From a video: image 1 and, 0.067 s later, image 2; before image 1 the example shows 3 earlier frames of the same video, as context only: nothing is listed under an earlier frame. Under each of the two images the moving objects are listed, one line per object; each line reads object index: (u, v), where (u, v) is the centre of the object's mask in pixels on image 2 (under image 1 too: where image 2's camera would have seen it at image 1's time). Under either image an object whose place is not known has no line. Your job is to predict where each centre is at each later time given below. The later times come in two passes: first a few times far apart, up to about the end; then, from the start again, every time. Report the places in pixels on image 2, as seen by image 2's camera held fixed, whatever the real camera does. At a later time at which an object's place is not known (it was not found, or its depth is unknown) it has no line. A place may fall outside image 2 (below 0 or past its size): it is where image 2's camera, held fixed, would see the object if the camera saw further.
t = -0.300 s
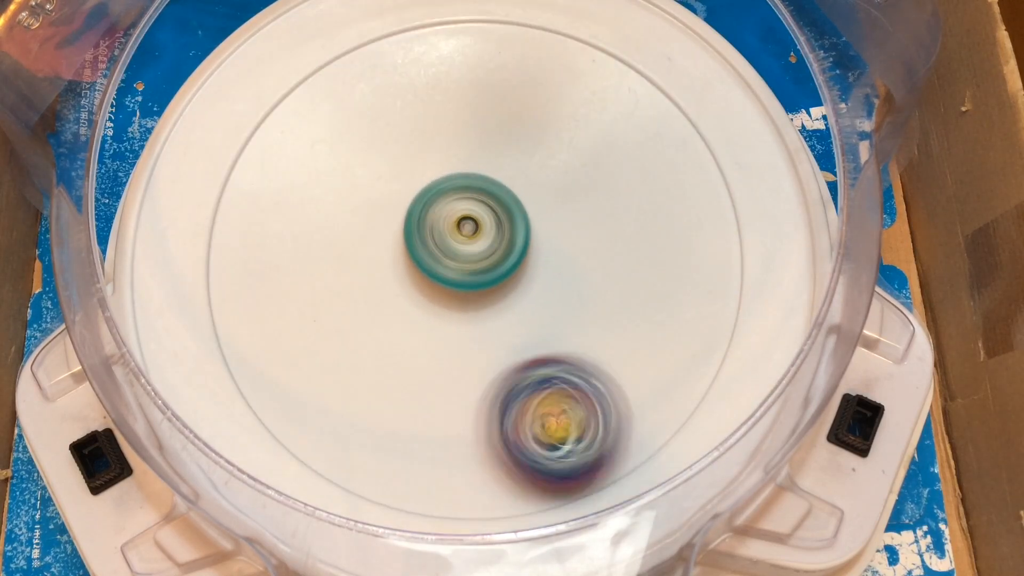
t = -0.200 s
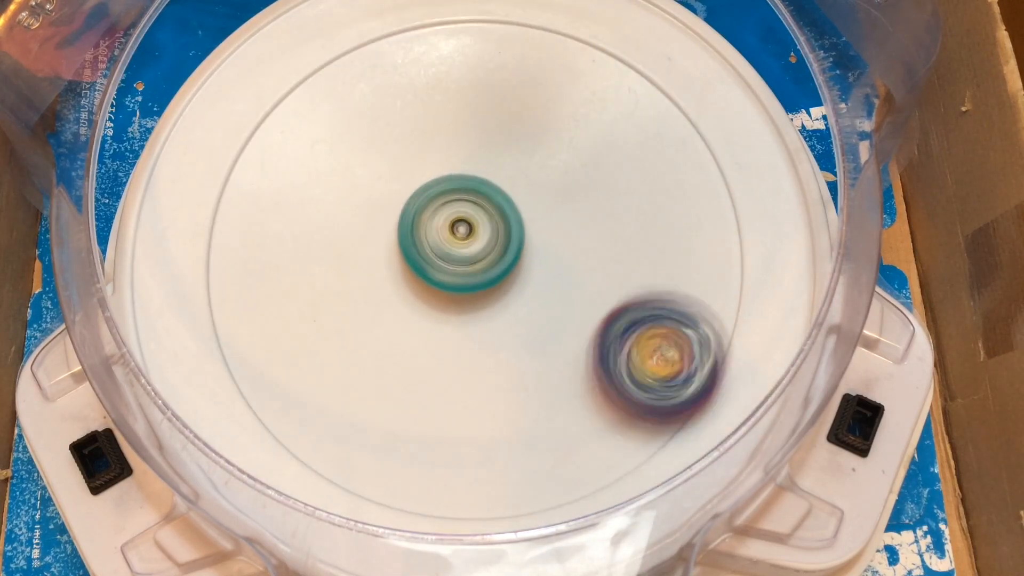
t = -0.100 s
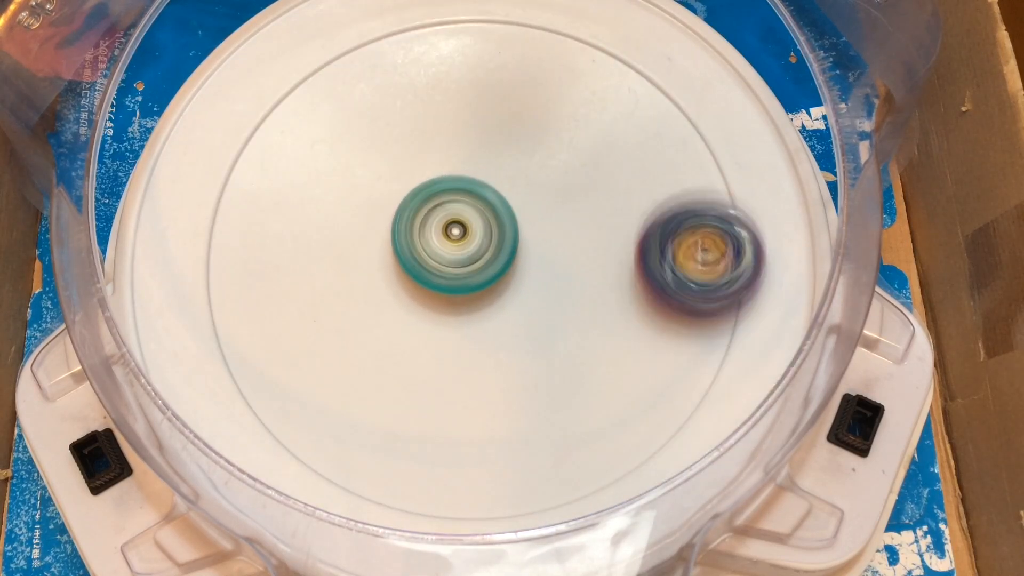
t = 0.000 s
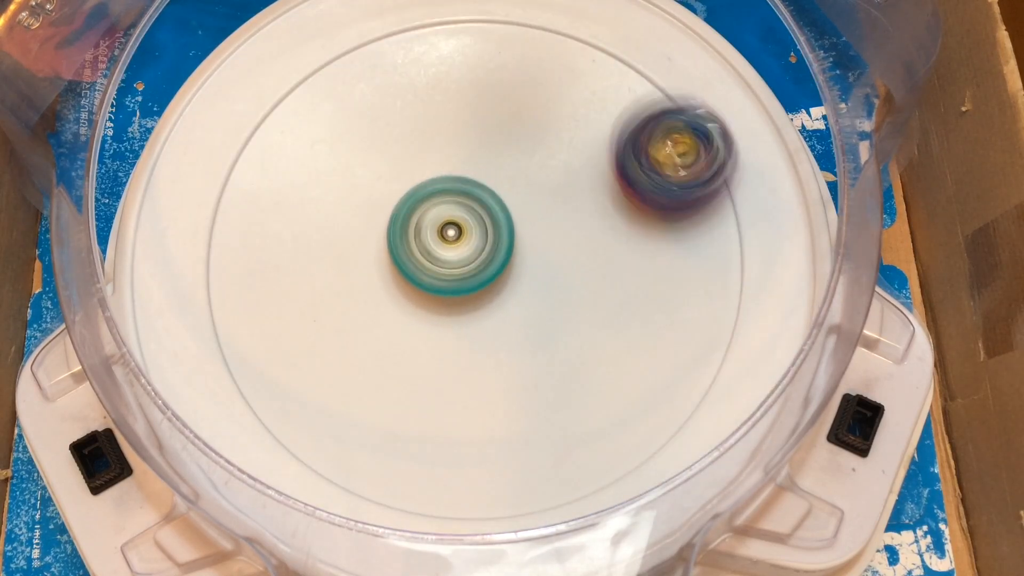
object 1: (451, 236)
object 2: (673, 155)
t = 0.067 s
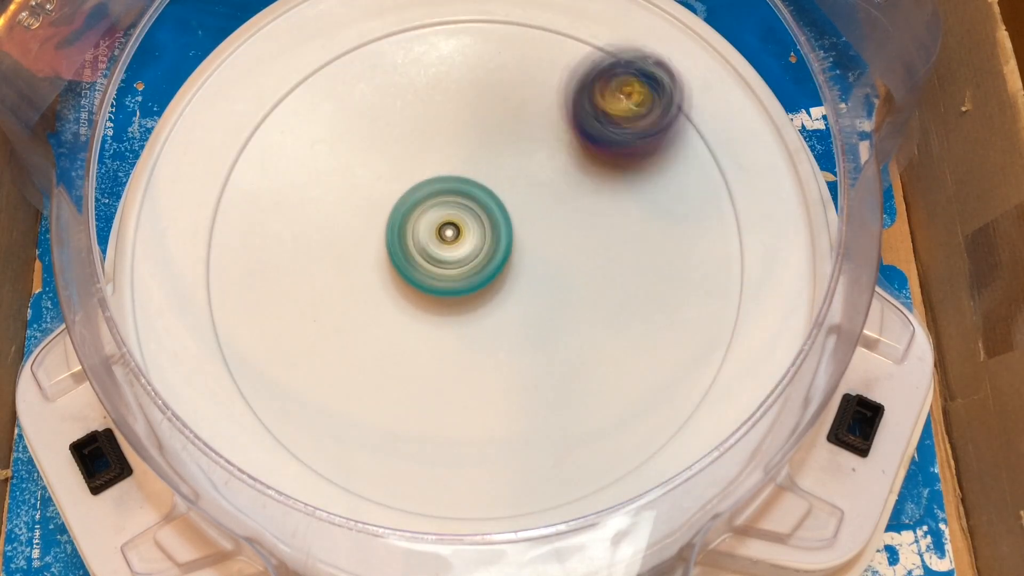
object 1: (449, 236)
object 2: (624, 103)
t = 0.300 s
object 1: (449, 233)
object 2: (373, 92)
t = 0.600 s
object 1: (455, 228)
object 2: (295, 386)
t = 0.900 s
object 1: (461, 226)
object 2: (613, 360)
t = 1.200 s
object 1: (462, 228)
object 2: (549, 85)
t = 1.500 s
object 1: (458, 233)
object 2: (278, 143)
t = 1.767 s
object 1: (453, 232)
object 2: (393, 387)
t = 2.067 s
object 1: (454, 229)
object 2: (664, 266)
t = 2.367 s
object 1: (457, 228)
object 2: (506, 71)
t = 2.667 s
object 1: (461, 227)
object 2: (293, 253)
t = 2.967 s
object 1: (459, 230)
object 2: (504, 425)
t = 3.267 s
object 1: (455, 231)
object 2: (611, 192)
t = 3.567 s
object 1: (455, 230)
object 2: (377, 85)
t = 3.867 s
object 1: (456, 230)
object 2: (309, 319)
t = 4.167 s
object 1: (454, 231)
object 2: (595, 333)
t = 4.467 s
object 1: (453, 233)
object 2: (587, 109)
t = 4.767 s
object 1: (453, 233)
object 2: (343, 165)
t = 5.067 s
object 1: (455, 231)
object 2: (399, 400)
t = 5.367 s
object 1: (455, 232)
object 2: (613, 283)
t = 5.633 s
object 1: (454, 231)
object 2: (499, 109)
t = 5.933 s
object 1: (453, 232)
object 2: (296, 197)
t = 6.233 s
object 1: (453, 231)
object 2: (465, 366)
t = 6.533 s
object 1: (456, 231)
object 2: (628, 210)
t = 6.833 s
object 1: (455, 232)
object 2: (445, 110)
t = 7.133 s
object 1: (449, 269)
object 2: (280, 218)
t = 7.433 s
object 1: (545, 262)
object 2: (402, 368)
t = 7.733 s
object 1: (566, 227)
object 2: (456, 299)
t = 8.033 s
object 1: (556, 218)
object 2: (372, 264)
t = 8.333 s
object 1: (552, 214)
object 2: (417, 231)
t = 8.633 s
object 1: (556, 220)
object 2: (404, 183)
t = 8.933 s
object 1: (542, 246)
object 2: (393, 188)
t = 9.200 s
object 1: (574, 290)
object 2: (307, 173)
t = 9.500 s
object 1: (563, 284)
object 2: (306, 116)
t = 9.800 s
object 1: (524, 264)
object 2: (404, 168)
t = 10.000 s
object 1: (509, 292)
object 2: (412, 217)
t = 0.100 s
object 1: (449, 236)
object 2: (593, 85)
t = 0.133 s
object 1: (448, 236)
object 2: (559, 70)
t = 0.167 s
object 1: (448, 236)
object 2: (522, 62)
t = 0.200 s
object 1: (449, 235)
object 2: (483, 62)
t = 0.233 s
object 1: (449, 235)
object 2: (444, 67)
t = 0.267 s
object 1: (449, 234)
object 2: (408, 77)
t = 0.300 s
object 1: (449, 233)
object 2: (373, 92)
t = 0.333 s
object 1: (450, 232)
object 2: (338, 114)
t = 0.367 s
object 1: (450, 231)
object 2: (312, 140)
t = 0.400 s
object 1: (451, 230)
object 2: (289, 169)
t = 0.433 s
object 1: (451, 230)
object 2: (272, 203)
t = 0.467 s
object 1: (452, 229)
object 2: (260, 239)
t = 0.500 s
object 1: (453, 229)
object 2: (256, 278)
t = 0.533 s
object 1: (453, 229)
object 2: (260, 316)
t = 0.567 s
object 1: (454, 229)
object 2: (274, 353)
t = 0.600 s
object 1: (455, 228)
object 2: (295, 386)
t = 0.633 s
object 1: (456, 228)
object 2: (323, 413)
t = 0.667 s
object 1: (456, 227)
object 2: (358, 434)
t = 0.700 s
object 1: (457, 227)
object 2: (399, 446)
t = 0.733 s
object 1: (458, 226)
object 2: (442, 450)
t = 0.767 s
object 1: (459, 226)
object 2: (484, 446)
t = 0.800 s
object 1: (459, 225)
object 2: (525, 434)
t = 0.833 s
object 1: (460, 225)
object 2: (561, 414)
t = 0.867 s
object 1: (460, 225)
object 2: (589, 390)
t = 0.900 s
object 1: (461, 226)
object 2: (613, 360)
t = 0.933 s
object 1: (461, 226)
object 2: (630, 328)
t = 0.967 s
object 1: (462, 226)
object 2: (639, 293)
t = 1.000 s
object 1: (462, 226)
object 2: (642, 258)
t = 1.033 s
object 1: (463, 227)
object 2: (639, 224)
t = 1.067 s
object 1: (463, 227)
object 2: (631, 191)
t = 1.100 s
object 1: (463, 227)
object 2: (617, 160)
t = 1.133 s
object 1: (463, 228)
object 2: (599, 131)
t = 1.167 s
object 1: (462, 228)
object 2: (577, 106)
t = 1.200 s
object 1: (462, 228)
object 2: (549, 85)
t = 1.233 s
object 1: (461, 229)
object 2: (519, 68)
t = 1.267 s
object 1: (461, 229)
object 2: (486, 57)
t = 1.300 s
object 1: (460, 230)
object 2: (452, 51)
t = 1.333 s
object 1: (460, 230)
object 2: (417, 51)
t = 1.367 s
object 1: (460, 231)
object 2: (384, 56)
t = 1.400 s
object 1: (459, 231)
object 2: (351, 70)
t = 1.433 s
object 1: (459, 232)
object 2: (320, 89)
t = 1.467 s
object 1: (458, 232)
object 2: (296, 113)
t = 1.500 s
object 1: (458, 233)
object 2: (278, 143)
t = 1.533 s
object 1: (457, 233)
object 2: (266, 176)
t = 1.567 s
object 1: (456, 233)
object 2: (261, 212)
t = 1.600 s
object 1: (456, 234)
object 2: (265, 248)
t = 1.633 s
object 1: (455, 234)
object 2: (277, 285)
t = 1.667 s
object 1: (455, 233)
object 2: (297, 319)
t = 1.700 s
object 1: (454, 233)
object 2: (323, 347)
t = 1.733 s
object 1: (454, 232)
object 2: (358, 372)
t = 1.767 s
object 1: (453, 232)
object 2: (393, 387)
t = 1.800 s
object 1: (452, 232)
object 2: (430, 395)
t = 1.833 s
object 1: (452, 232)
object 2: (472, 399)
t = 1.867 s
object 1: (452, 231)
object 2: (510, 395)
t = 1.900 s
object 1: (453, 231)
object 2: (547, 386)
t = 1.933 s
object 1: (453, 231)
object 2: (581, 371)
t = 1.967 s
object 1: (453, 230)
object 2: (610, 349)
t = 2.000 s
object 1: (453, 230)
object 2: (634, 324)
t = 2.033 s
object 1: (453, 229)
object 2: (652, 297)
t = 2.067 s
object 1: (454, 229)
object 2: (664, 266)
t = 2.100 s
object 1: (454, 229)
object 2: (668, 236)
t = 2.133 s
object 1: (454, 229)
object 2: (667, 204)
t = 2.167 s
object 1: (455, 229)
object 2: (659, 175)
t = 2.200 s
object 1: (455, 229)
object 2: (645, 147)
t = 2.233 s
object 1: (456, 228)
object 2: (625, 123)
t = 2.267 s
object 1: (456, 228)
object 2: (600, 101)
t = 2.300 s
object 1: (456, 228)
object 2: (571, 85)
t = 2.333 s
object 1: (456, 228)
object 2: (539, 75)
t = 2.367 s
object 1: (457, 228)
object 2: (506, 71)
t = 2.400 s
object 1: (458, 228)
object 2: (472, 74)
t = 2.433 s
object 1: (458, 227)
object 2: (439, 80)
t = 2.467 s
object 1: (459, 227)
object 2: (408, 93)
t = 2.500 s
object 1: (459, 227)
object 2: (378, 111)
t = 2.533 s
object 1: (459, 227)
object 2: (351, 132)
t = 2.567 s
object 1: (459, 227)
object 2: (329, 157)
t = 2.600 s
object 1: (460, 227)
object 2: (313, 187)
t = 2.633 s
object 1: (461, 227)
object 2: (300, 220)
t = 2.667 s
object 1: (461, 227)
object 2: (293, 253)
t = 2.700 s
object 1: (461, 227)
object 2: (293, 287)
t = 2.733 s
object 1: (461, 227)
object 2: (299, 321)
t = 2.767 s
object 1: (461, 228)
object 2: (312, 352)
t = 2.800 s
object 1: (461, 228)
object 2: (333, 380)
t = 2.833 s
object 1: (461, 229)
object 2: (363, 403)
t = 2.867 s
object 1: (461, 229)
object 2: (393, 419)
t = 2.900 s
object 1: (461, 229)
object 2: (430, 429)
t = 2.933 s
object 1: (460, 229)
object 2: (468, 431)
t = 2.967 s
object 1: (459, 230)
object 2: (504, 425)
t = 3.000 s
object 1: (459, 231)
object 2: (539, 413)
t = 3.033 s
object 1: (459, 231)
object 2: (567, 394)
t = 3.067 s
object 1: (458, 231)
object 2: (592, 370)
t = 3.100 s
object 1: (458, 231)
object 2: (610, 342)
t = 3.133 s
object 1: (456, 232)
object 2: (622, 312)
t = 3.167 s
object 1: (456, 232)
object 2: (628, 280)
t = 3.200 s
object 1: (455, 232)
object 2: (627, 250)
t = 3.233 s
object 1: (455, 232)
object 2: (621, 222)
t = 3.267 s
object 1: (455, 231)
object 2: (611, 192)
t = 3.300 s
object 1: (454, 230)
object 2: (596, 165)
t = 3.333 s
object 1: (454, 230)
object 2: (577, 141)
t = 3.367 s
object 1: (454, 230)
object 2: (555, 119)
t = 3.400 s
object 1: (454, 230)
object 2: (528, 102)
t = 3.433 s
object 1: (455, 230)
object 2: (500, 90)
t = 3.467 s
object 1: (455, 229)
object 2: (470, 82)
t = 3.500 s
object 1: (455, 229)
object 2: (439, 78)
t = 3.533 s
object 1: (454, 229)
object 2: (408, 78)
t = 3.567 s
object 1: (455, 230)
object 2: (377, 85)
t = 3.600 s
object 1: (455, 230)
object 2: (348, 97)
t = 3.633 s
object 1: (456, 229)
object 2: (322, 115)
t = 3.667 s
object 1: (456, 229)
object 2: (301, 138)
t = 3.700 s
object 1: (456, 229)
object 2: (285, 165)
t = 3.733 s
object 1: (456, 229)
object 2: (276, 194)
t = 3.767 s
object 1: (456, 230)
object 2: (274, 227)
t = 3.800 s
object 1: (457, 230)
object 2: (279, 258)
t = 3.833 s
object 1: (457, 230)
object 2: (290, 290)
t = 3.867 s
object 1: (456, 230)
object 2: (309, 319)
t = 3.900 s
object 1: (456, 230)
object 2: (334, 343)
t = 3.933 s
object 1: (456, 231)
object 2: (363, 362)
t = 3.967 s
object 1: (456, 231)
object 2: (397, 375)
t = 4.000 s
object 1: (455, 231)
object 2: (432, 381)
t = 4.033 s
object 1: (454, 231)
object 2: (469, 382)
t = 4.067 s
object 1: (454, 231)
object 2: (505, 378)
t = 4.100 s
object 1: (454, 232)
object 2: (538, 368)
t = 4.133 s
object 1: (454, 231)
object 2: (568, 353)
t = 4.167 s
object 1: (454, 231)
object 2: (595, 333)
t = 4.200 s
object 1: (453, 231)
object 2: (615, 308)
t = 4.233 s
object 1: (453, 231)
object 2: (631, 285)
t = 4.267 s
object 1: (453, 232)
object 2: (642, 257)
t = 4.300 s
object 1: (453, 232)
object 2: (646, 229)
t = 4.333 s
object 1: (453, 232)
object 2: (644, 200)
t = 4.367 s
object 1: (452, 232)
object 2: (638, 175)
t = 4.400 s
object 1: (452, 232)
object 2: (626, 149)
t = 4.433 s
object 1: (452, 233)
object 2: (609, 127)
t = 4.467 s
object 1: (453, 233)
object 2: (587, 109)
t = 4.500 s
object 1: (453, 233)
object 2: (561, 93)
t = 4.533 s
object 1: (452, 233)
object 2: (531, 85)
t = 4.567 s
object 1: (452, 233)
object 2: (500, 82)
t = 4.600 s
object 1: (453, 233)
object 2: (470, 84)
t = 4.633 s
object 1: (453, 233)
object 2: (440, 92)
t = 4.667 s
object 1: (453, 233)
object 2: (411, 104)
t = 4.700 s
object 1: (453, 233)
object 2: (384, 121)
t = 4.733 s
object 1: (453, 233)
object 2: (361, 142)
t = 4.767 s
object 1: (453, 233)
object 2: (343, 165)
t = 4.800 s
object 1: (453, 233)
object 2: (328, 192)
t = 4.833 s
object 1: (453, 233)
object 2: (318, 221)
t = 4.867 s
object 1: (453, 233)
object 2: (313, 249)
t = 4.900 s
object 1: (453, 232)
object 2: (313, 280)
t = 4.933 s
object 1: (454, 231)
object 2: (318, 310)
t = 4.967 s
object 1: (454, 231)
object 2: (330, 339)
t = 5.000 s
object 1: (454, 231)
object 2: (348, 365)
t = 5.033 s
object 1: (455, 231)
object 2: (371, 385)
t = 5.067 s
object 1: (455, 231)
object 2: (399, 400)
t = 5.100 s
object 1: (456, 231)
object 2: (430, 410)
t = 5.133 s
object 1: (455, 231)
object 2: (463, 413)
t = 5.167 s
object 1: (456, 231)
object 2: (497, 410)
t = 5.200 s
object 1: (456, 232)
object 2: (529, 400)
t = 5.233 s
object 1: (456, 231)
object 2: (555, 385)
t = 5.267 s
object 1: (455, 231)
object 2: (579, 362)
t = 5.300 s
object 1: (455, 232)
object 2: (596, 339)
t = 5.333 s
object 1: (455, 232)
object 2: (607, 312)
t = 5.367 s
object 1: (455, 232)
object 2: (613, 283)
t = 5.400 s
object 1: (455, 232)
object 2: (612, 256)
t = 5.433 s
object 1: (454, 232)
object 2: (606, 230)
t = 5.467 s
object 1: (455, 232)
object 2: (598, 204)
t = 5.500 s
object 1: (455, 232)
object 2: (584, 179)
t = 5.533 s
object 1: (454, 231)
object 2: (568, 157)
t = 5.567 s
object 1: (454, 232)
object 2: (547, 137)
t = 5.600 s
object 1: (454, 232)
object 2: (524, 120)
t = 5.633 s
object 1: (454, 231)
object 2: (499, 109)
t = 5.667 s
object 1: (454, 231)
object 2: (474, 101)
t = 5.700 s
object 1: (454, 231)
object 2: (445, 96)
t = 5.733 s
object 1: (454, 232)
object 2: (415, 97)
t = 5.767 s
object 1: (454, 232)
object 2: (389, 101)
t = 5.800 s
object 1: (454, 232)
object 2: (362, 111)
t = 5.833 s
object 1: (453, 232)
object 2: (338, 126)
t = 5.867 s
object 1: (453, 233)
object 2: (319, 145)
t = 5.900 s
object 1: (453, 232)
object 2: (304, 170)
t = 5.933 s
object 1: (453, 232)
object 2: (296, 197)
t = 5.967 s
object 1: (453, 232)
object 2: (293, 225)
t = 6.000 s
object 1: (453, 232)
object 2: (298, 253)
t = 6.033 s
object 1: (453, 232)
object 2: (308, 282)
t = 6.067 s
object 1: (453, 232)
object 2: (325, 306)
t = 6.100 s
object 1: (453, 232)
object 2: (348, 329)
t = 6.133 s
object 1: (453, 232)
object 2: (372, 346)
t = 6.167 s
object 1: (454, 231)
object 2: (401, 358)
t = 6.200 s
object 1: (453, 231)
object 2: (432, 365)
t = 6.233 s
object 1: (453, 231)
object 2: (465, 366)
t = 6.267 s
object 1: (454, 231)
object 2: (497, 361)
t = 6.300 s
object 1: (454, 230)
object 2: (528, 354)
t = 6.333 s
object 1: (454, 230)
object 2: (553, 342)
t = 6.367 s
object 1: (454, 230)
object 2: (578, 326)
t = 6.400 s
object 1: (455, 231)
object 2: (596, 306)
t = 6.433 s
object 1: (455, 230)
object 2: (612, 285)
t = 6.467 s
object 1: (455, 230)
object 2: (623, 261)
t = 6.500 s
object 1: (455, 230)
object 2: (628, 235)
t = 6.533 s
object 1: (456, 231)
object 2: (628, 210)
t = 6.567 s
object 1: (456, 230)
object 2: (622, 185)
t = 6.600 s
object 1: (456, 231)
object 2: (611, 161)
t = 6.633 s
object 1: (456, 231)
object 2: (596, 142)
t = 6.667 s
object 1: (456, 231)
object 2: (577, 126)
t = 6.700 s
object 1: (456, 230)
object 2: (553, 112)
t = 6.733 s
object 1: (456, 231)
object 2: (527, 104)
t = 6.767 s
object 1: (456, 231)
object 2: (499, 102)
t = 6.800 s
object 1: (456, 231)
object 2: (470, 104)
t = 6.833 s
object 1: (455, 232)
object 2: (445, 110)
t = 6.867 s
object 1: (455, 235)
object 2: (419, 118)
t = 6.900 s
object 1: (454, 248)
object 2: (394, 116)
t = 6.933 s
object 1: (452, 258)
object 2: (370, 114)
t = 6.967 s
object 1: (450, 265)
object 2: (346, 120)
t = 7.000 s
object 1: (449, 269)
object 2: (323, 130)
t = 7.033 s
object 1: (448, 270)
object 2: (304, 146)
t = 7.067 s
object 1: (447, 271)
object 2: (289, 167)
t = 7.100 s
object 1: (448, 270)
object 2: (281, 191)
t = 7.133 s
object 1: (449, 269)
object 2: (280, 218)
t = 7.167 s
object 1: (450, 269)
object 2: (286, 243)
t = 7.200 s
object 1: (451, 269)
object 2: (300, 269)
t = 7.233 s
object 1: (453, 268)
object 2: (319, 290)
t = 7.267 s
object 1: (471, 268)
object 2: (322, 307)
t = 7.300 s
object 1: (499, 266)
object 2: (323, 323)
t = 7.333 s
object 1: (517, 265)
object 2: (332, 339)
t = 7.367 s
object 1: (532, 264)
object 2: (350, 356)
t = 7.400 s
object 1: (541, 263)
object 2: (375, 366)
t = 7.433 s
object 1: (545, 262)
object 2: (402, 368)
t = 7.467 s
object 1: (544, 263)
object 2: (428, 362)
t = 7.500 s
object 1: (542, 261)
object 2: (454, 352)
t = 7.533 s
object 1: (549, 252)
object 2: (462, 344)
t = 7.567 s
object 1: (559, 245)
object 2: (465, 342)
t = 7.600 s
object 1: (564, 237)
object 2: (467, 336)
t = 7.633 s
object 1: (565, 234)
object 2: (468, 329)
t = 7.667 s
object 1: (564, 232)
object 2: (470, 318)
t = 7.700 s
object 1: (565, 229)
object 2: (465, 307)
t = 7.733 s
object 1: (566, 227)
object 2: (456, 299)
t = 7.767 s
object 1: (565, 227)
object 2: (444, 290)
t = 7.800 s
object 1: (564, 226)
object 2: (431, 283)
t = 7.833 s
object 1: (562, 224)
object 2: (417, 277)
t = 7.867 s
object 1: (561, 224)
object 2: (406, 272)
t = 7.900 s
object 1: (559, 222)
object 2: (394, 269)
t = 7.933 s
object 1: (558, 221)
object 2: (385, 267)
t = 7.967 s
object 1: (557, 219)
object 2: (378, 266)
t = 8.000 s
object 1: (556, 219)
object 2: (373, 265)
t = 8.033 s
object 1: (556, 218)
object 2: (372, 264)
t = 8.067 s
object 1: (555, 217)
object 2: (371, 262)
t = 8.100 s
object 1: (555, 216)
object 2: (372, 261)
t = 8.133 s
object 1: (555, 216)
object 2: (375, 260)
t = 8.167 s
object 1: (555, 215)
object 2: (379, 257)
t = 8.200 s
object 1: (555, 215)
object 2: (385, 255)
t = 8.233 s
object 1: (554, 215)
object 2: (392, 250)
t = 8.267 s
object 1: (554, 215)
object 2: (400, 244)
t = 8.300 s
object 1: (553, 214)
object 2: (408, 239)
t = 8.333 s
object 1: (552, 214)
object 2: (417, 231)
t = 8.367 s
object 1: (552, 214)
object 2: (425, 225)
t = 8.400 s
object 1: (560, 218)
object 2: (424, 214)
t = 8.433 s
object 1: (568, 218)
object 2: (418, 204)
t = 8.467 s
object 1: (571, 218)
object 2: (413, 197)
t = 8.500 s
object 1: (571, 219)
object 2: (410, 192)
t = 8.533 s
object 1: (569, 220)
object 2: (406, 188)
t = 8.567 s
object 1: (566, 220)
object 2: (405, 185)
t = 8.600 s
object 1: (561, 221)
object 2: (404, 183)
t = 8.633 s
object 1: (556, 220)
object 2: (404, 183)
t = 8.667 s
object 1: (550, 220)
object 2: (405, 182)
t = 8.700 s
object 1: (544, 220)
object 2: (407, 184)
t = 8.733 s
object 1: (538, 219)
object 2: (411, 186)
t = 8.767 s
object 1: (533, 217)
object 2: (415, 189)
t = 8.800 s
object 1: (531, 217)
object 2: (418, 193)
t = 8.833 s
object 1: (534, 221)
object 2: (417, 191)
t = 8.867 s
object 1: (541, 230)
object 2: (410, 188)
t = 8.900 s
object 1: (542, 240)
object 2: (403, 187)
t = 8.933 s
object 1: (542, 246)
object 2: (393, 188)
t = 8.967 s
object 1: (538, 249)
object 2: (387, 190)
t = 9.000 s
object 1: (534, 249)
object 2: (383, 194)
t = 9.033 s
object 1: (527, 250)
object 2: (381, 201)
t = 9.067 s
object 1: (521, 249)
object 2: (381, 207)
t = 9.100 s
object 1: (512, 248)
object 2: (383, 215)
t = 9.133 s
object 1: (520, 257)
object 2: (370, 209)
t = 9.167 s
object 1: (548, 272)
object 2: (336, 191)
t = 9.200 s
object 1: (574, 290)
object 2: (307, 173)
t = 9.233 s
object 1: (587, 299)
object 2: (292, 162)
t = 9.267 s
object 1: (599, 310)
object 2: (281, 153)
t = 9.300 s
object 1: (599, 315)
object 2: (277, 146)
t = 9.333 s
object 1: (596, 315)
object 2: (274, 140)
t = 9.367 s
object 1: (590, 312)
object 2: (274, 133)
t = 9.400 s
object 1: (584, 305)
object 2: (278, 127)
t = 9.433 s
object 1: (577, 298)
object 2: (284, 120)
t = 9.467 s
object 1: (569, 292)
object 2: (294, 116)
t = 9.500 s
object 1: (563, 284)
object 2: (306, 116)
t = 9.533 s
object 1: (557, 277)
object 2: (319, 117)
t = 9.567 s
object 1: (549, 270)
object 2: (335, 124)
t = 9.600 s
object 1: (541, 266)
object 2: (348, 131)
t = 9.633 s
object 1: (532, 260)
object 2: (362, 140)
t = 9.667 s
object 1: (522, 255)
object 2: (374, 151)
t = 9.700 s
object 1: (512, 249)
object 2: (389, 163)
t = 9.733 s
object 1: (509, 248)
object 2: (404, 173)
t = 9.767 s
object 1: (518, 257)
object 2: (402, 167)
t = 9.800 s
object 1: (524, 264)
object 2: (404, 168)
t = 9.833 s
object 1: (525, 273)
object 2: (406, 175)
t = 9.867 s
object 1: (523, 279)
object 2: (410, 186)
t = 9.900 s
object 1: (517, 282)
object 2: (414, 201)
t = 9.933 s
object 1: (513, 287)
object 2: (412, 208)
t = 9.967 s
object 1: (507, 287)
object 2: (412, 212)
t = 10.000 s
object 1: (509, 292)
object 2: (412, 217)
